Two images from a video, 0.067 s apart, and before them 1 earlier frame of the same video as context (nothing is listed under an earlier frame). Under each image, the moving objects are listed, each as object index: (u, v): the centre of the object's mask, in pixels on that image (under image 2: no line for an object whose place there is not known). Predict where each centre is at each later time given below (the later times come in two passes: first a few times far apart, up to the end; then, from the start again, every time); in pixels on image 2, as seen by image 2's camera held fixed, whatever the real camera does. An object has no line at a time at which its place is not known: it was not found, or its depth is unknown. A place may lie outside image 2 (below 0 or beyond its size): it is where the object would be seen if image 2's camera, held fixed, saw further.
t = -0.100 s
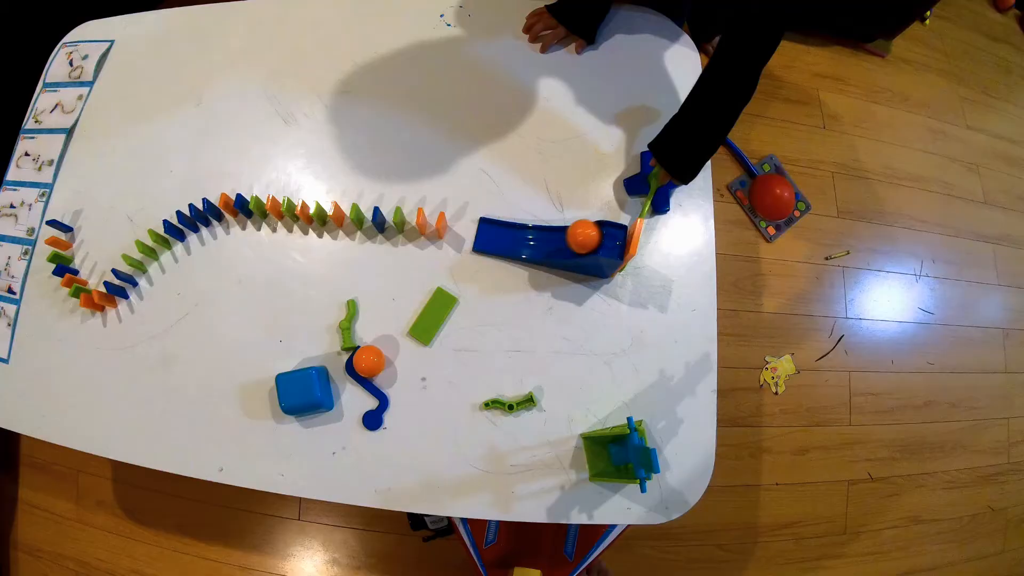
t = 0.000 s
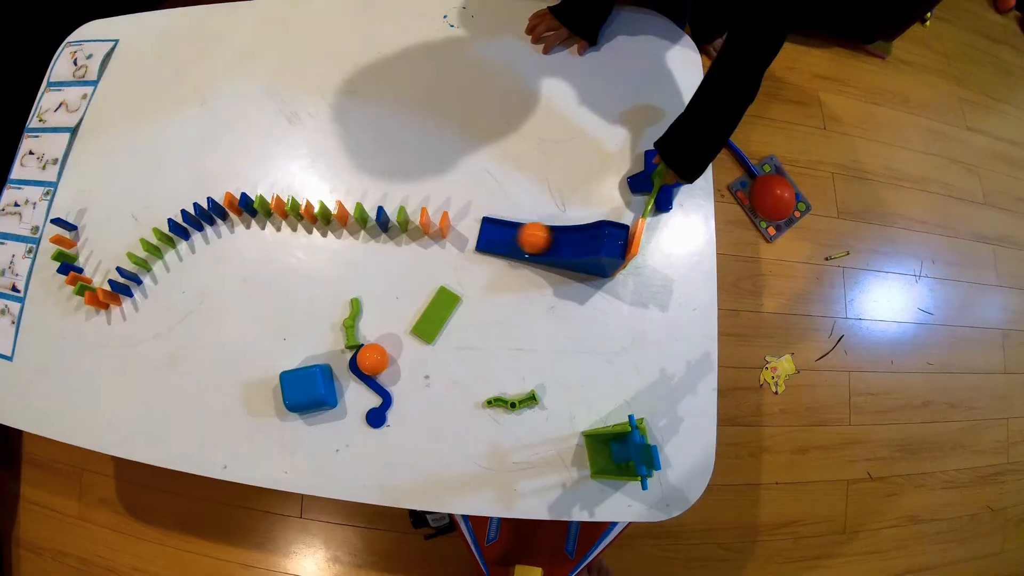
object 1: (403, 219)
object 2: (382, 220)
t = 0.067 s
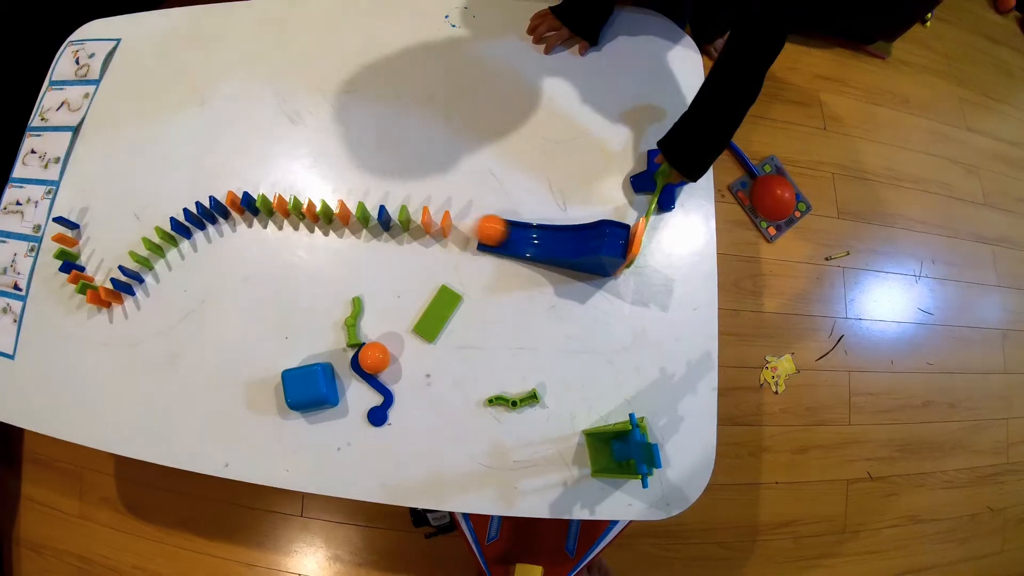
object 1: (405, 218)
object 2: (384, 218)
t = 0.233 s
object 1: (386, 214)
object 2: (372, 218)
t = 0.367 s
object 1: (379, 220)
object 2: (367, 221)
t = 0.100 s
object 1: (405, 218)
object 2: (384, 218)
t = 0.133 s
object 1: (405, 218)
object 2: (384, 219)
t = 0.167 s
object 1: (398, 216)
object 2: (385, 219)
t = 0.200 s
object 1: (389, 216)
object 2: (382, 219)
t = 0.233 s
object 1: (386, 214)
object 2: (372, 218)
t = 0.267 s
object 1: (387, 219)
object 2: (370, 219)
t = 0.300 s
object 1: (384, 220)
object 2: (369, 218)
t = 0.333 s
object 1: (381, 221)
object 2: (366, 219)
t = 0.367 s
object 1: (379, 220)
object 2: (367, 221)
